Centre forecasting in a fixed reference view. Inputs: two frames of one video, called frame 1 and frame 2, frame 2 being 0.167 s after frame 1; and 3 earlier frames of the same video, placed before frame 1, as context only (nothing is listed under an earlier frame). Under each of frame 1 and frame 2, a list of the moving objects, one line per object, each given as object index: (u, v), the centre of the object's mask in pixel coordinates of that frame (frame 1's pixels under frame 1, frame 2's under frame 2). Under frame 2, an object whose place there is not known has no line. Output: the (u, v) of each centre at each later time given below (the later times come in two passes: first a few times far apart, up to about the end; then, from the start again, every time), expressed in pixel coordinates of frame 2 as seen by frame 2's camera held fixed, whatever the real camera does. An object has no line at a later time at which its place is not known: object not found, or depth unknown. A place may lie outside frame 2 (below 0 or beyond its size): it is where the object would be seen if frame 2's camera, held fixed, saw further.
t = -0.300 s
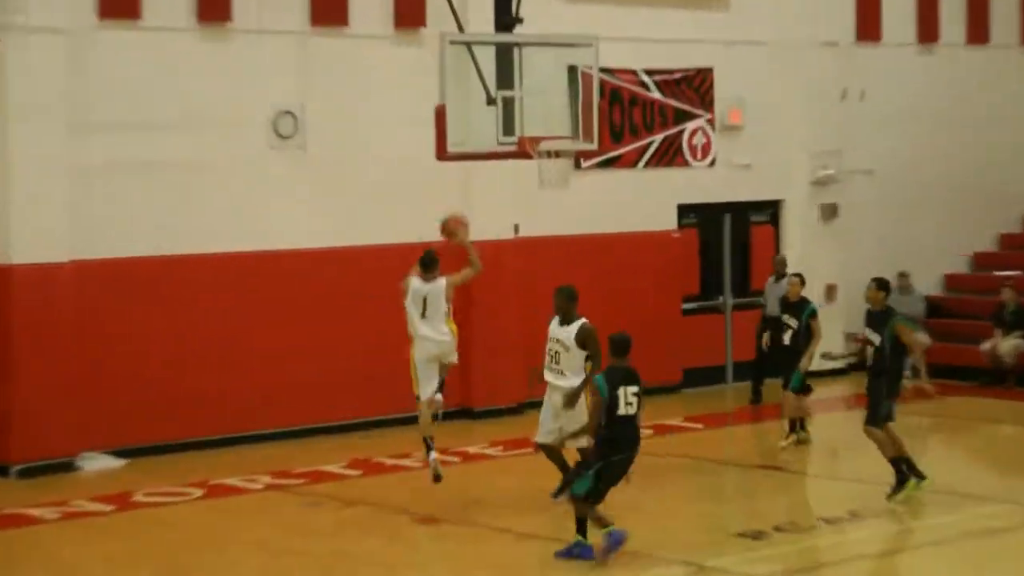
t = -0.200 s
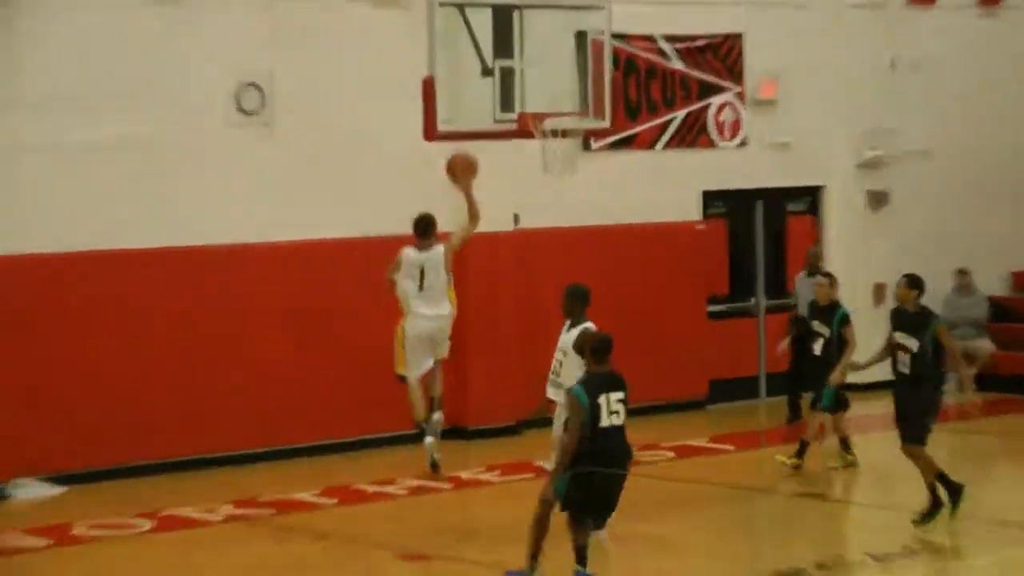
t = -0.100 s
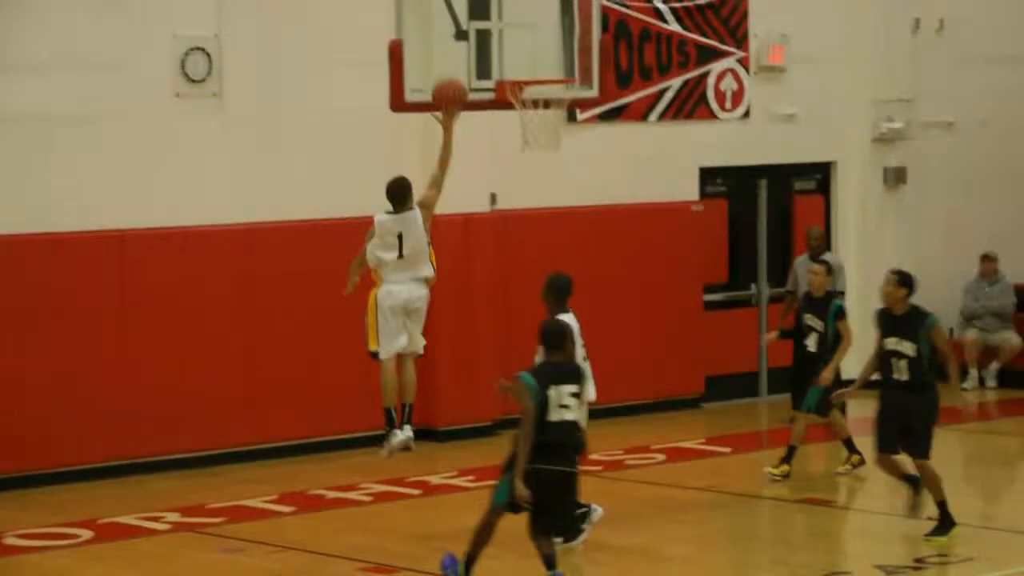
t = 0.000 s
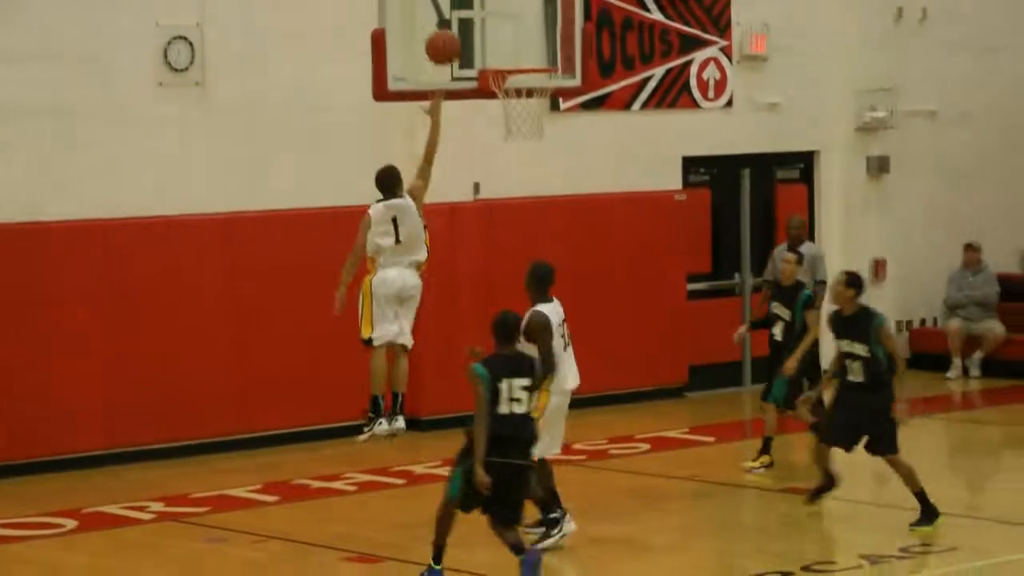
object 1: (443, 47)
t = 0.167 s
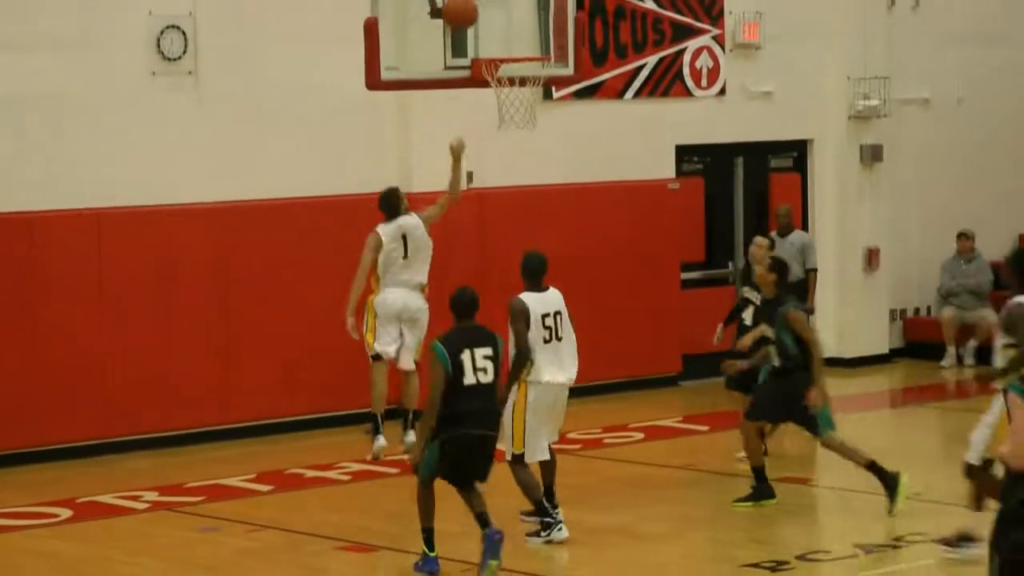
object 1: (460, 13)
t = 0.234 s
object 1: (481, 20)
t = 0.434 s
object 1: (528, 74)
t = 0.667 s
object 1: (518, 178)
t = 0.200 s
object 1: (470, 16)
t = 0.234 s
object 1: (481, 20)
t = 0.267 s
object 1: (490, 25)
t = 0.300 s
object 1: (501, 33)
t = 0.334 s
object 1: (511, 42)
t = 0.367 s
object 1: (522, 53)
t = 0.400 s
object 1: (529, 67)
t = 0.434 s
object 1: (528, 74)
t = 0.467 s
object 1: (528, 85)
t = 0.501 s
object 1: (526, 98)
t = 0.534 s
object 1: (524, 112)
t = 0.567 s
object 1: (523, 125)
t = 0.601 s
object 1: (520, 142)
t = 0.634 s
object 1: (519, 160)
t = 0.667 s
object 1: (518, 178)
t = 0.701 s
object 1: (518, 198)
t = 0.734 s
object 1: (518, 220)
